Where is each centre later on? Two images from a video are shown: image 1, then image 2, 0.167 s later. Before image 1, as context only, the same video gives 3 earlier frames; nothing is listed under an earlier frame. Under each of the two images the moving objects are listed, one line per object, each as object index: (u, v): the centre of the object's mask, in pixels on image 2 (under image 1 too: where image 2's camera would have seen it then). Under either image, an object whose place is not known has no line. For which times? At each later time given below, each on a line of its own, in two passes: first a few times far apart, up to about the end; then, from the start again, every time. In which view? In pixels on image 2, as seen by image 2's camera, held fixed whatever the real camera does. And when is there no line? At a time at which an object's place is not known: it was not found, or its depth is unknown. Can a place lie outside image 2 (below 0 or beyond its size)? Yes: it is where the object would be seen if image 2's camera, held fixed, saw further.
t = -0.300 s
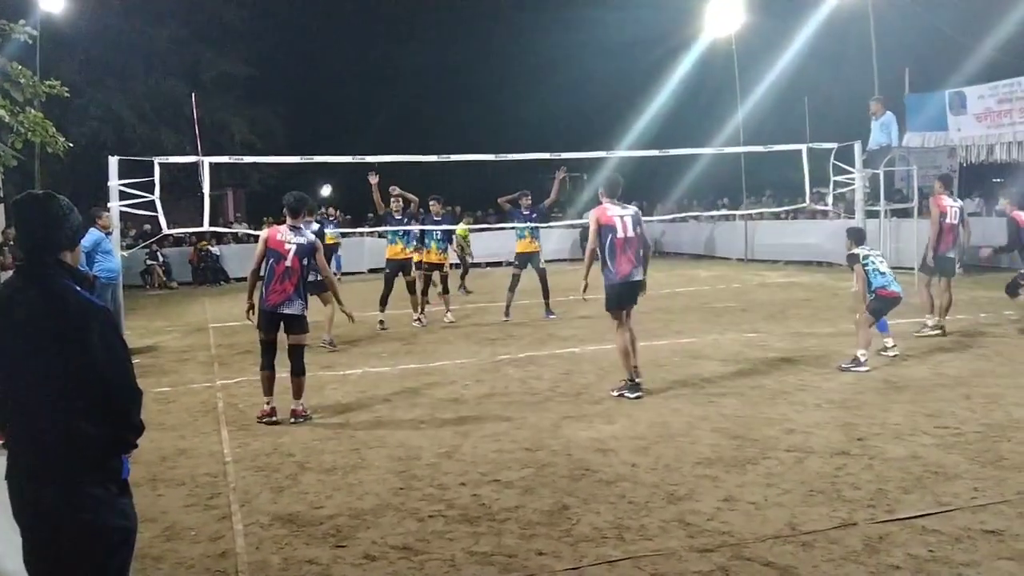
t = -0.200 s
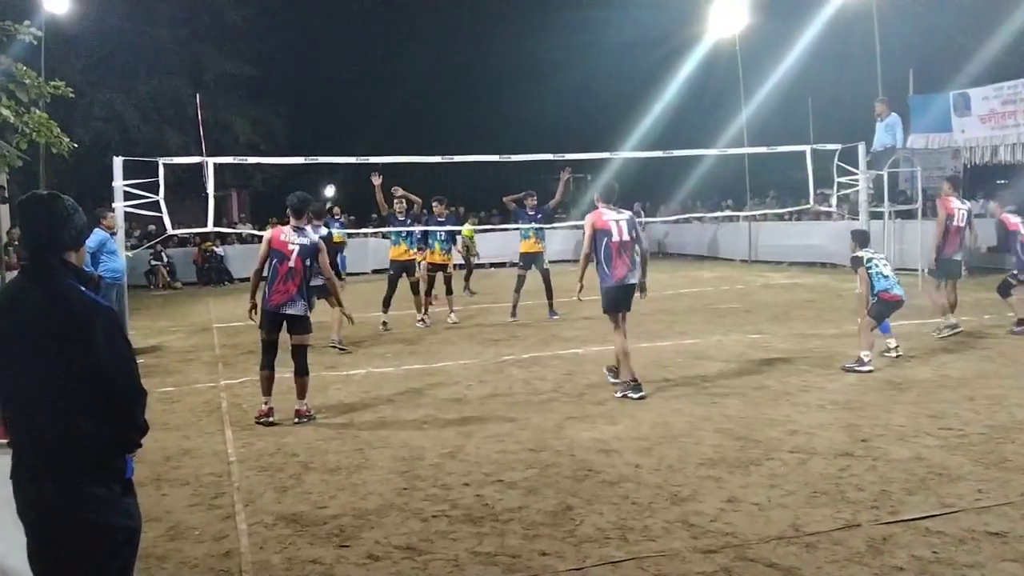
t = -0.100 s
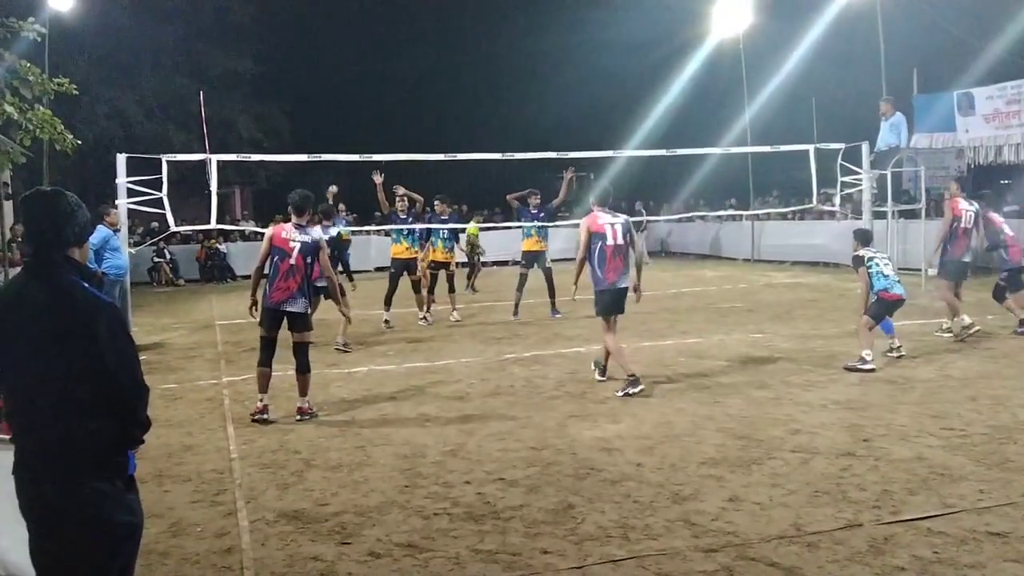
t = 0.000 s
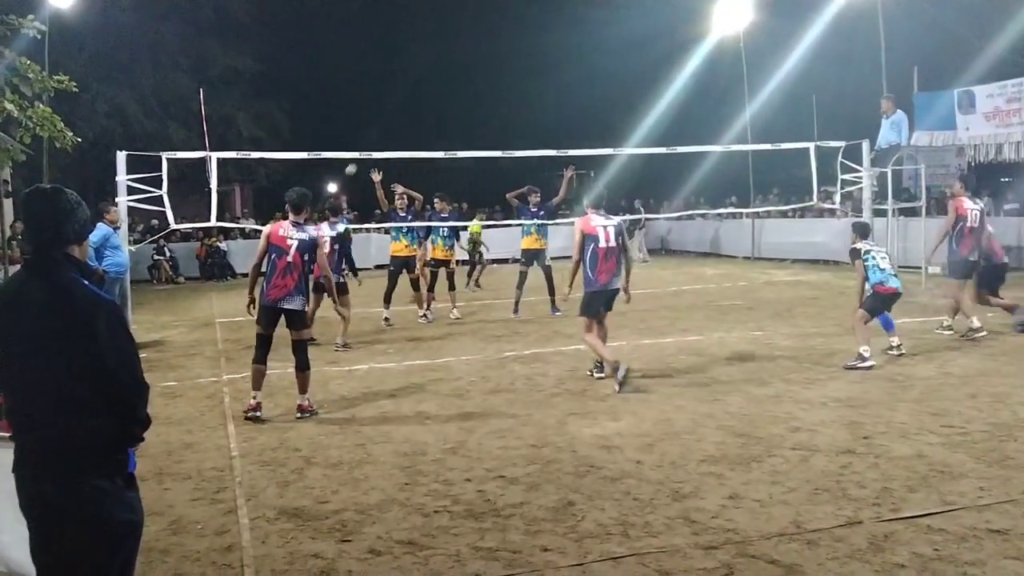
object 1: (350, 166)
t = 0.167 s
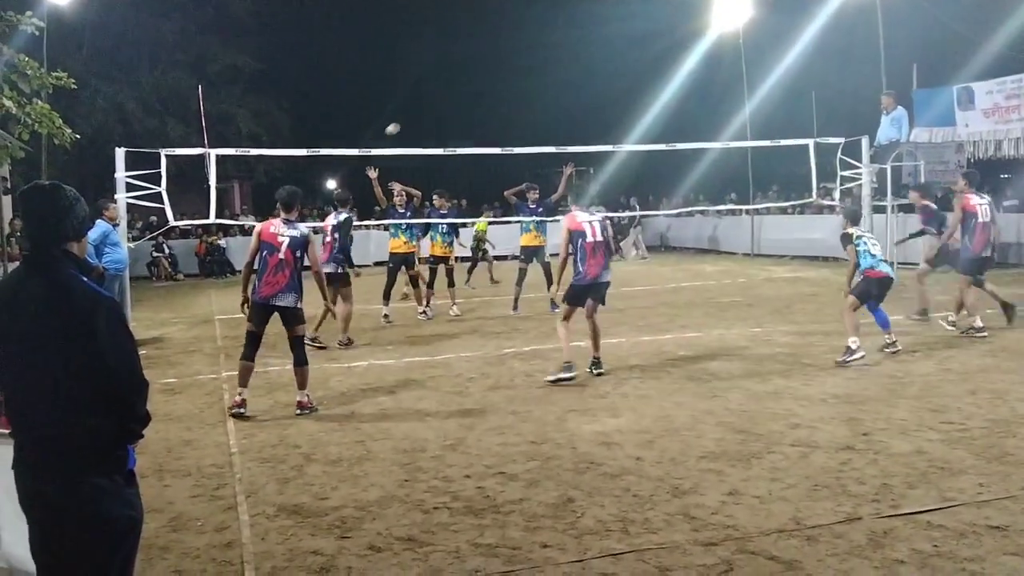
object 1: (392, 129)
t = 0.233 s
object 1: (412, 116)
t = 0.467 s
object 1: (498, 84)
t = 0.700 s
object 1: (610, 74)
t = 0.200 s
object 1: (402, 122)
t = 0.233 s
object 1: (412, 116)
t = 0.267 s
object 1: (423, 111)
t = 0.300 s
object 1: (434, 105)
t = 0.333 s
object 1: (446, 100)
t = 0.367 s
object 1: (458, 96)
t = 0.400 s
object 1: (470, 91)
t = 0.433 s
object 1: (484, 88)
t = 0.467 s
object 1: (498, 84)
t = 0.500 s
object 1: (512, 80)
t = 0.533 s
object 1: (527, 78)
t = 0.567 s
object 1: (543, 76)
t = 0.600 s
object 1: (558, 75)
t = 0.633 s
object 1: (575, 74)
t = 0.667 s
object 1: (592, 74)
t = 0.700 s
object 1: (610, 74)
